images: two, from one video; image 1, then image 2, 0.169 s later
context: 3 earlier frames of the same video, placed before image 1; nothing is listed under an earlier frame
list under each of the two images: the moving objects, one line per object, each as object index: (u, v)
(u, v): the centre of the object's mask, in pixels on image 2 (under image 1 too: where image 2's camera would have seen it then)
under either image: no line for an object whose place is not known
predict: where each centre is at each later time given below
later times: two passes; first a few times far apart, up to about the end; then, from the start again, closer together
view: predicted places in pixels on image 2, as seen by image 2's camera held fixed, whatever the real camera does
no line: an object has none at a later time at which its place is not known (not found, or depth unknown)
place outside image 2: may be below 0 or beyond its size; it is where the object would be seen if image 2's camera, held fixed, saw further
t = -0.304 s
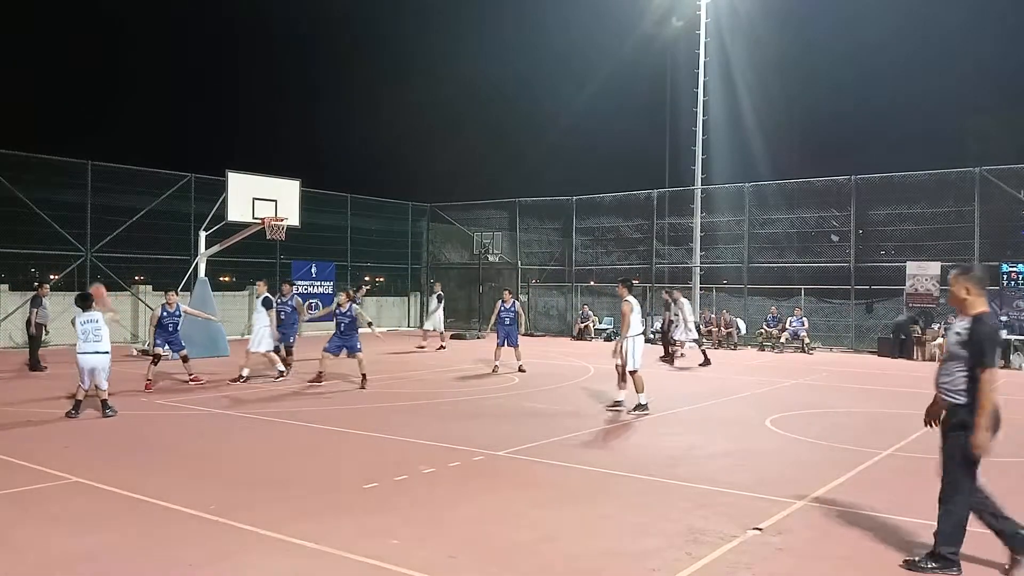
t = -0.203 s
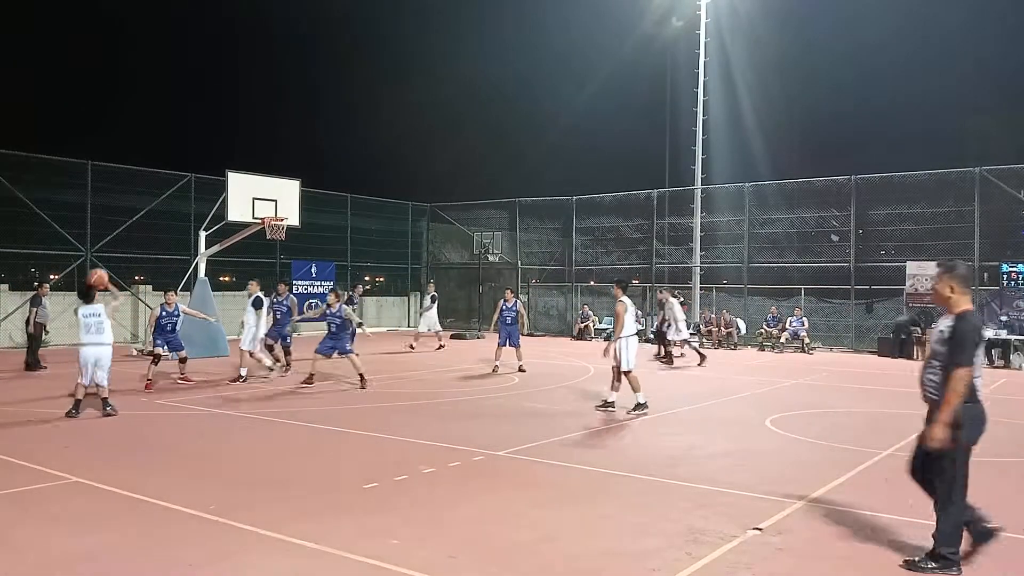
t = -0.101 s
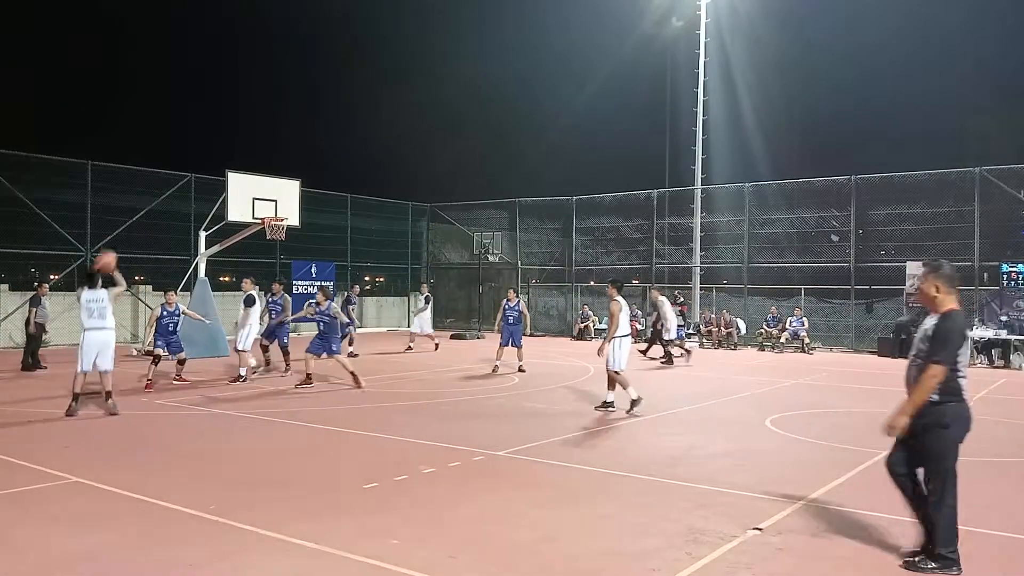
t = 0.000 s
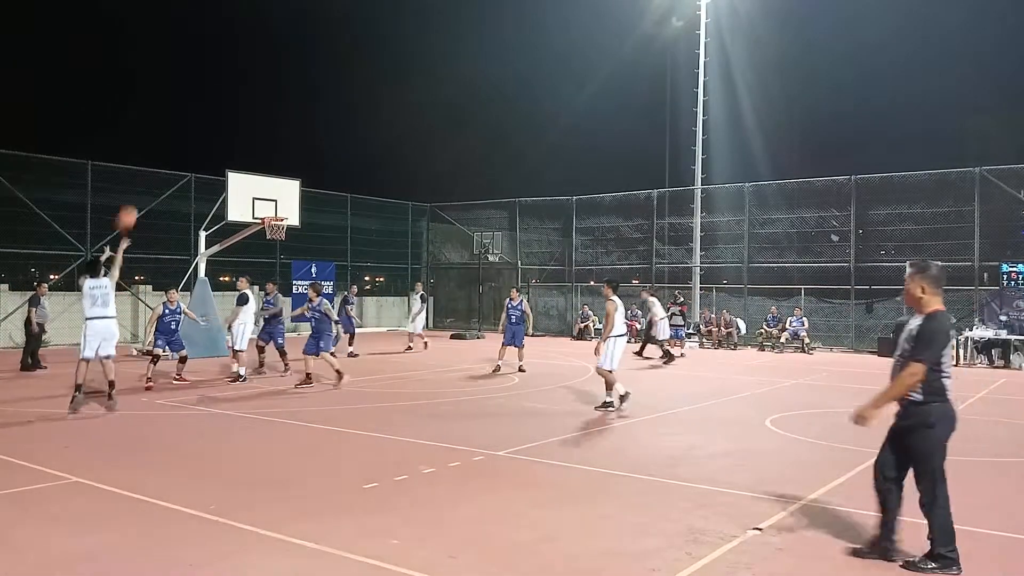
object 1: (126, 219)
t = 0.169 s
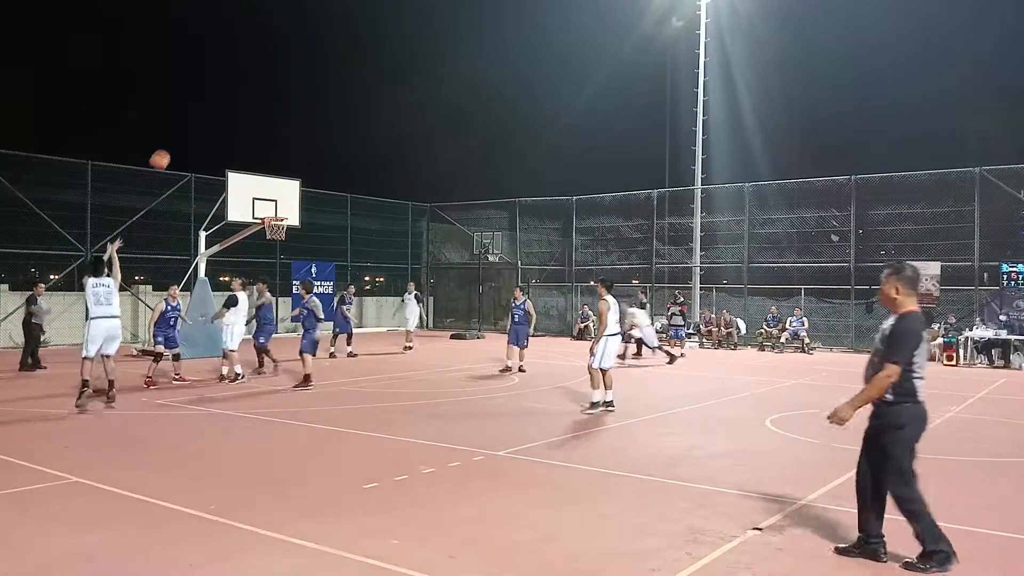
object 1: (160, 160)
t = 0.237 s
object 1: (172, 145)
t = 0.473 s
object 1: (207, 119)
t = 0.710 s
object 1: (236, 128)
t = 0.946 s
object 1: (259, 162)
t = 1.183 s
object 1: (278, 213)
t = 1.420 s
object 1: (310, 206)
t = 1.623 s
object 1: (339, 219)
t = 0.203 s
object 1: (166, 152)
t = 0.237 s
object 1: (172, 145)
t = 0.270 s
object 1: (177, 139)
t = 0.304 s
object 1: (183, 133)
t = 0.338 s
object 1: (188, 128)
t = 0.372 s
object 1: (193, 125)
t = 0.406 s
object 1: (198, 122)
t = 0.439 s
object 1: (203, 120)
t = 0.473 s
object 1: (207, 119)
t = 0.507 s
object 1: (212, 118)
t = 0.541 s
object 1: (216, 118)
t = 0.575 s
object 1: (220, 119)
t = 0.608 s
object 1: (225, 120)
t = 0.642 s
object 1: (228, 122)
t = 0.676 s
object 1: (232, 124)
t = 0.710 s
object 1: (236, 128)
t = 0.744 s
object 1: (239, 131)
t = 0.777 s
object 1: (243, 135)
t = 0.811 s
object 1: (246, 139)
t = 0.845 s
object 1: (250, 145)
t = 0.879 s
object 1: (253, 150)
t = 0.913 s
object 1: (256, 156)
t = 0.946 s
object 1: (259, 162)
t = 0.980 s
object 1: (262, 168)
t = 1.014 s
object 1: (265, 174)
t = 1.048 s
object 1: (267, 184)
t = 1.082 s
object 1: (270, 192)
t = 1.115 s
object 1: (273, 200)
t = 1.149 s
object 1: (276, 209)
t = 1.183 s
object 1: (278, 213)
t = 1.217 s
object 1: (281, 212)
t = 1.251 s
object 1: (286, 209)
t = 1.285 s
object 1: (291, 208)
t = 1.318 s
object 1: (296, 206)
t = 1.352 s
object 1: (301, 205)
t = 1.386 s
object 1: (307, 206)
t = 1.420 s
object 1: (310, 206)
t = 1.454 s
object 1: (314, 207)
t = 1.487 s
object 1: (319, 208)
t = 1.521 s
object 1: (324, 210)
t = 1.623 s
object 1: (339, 219)
